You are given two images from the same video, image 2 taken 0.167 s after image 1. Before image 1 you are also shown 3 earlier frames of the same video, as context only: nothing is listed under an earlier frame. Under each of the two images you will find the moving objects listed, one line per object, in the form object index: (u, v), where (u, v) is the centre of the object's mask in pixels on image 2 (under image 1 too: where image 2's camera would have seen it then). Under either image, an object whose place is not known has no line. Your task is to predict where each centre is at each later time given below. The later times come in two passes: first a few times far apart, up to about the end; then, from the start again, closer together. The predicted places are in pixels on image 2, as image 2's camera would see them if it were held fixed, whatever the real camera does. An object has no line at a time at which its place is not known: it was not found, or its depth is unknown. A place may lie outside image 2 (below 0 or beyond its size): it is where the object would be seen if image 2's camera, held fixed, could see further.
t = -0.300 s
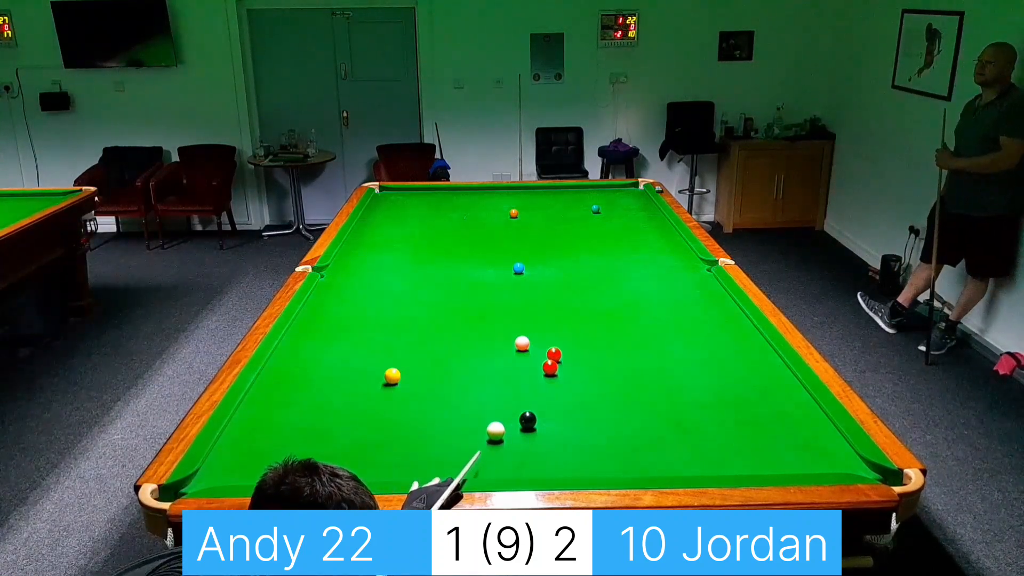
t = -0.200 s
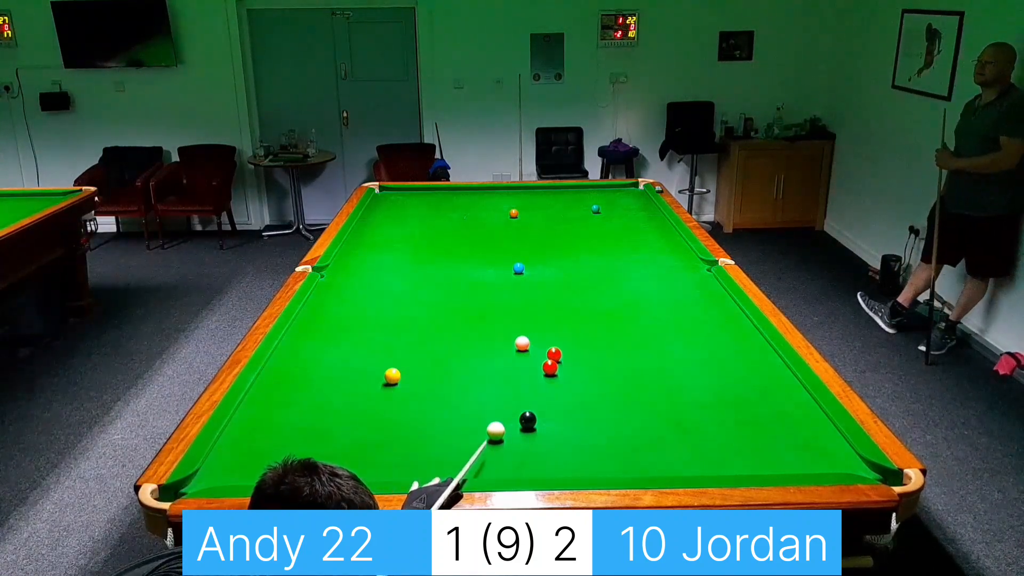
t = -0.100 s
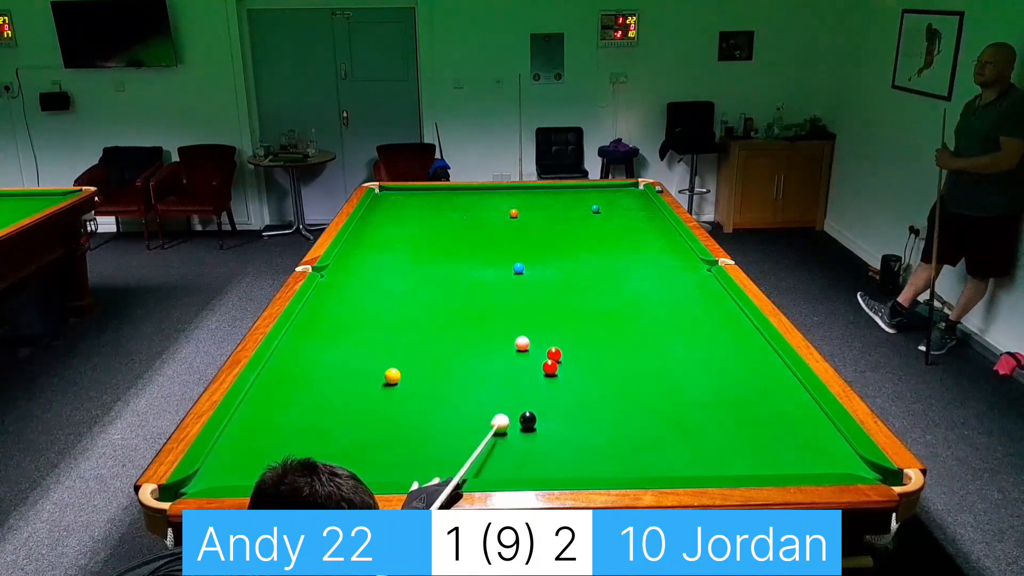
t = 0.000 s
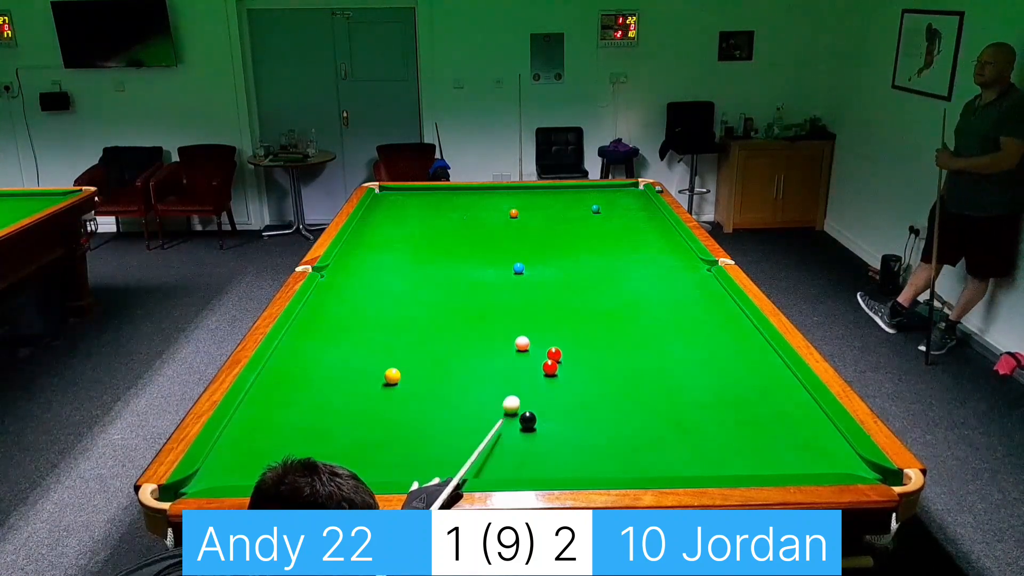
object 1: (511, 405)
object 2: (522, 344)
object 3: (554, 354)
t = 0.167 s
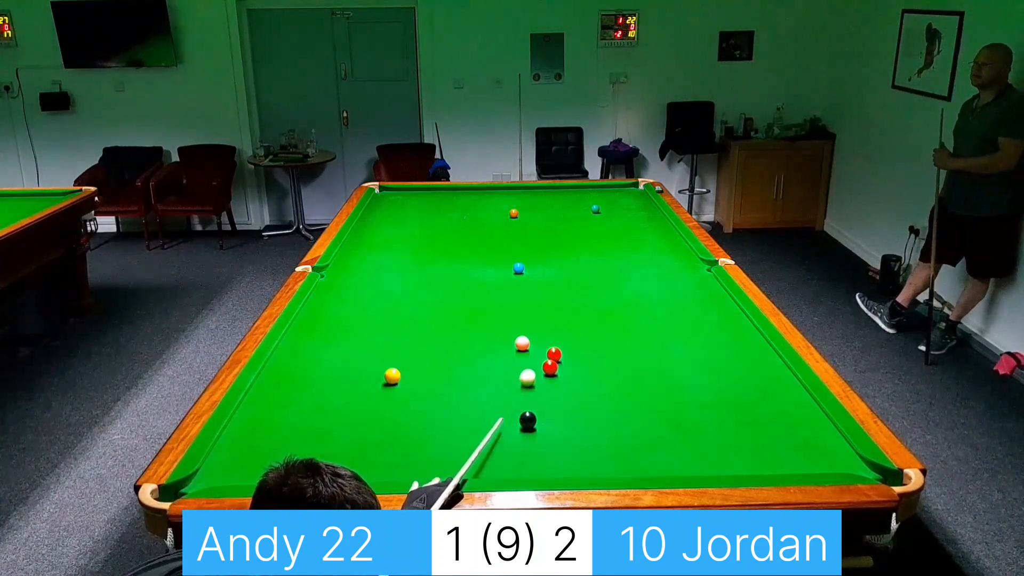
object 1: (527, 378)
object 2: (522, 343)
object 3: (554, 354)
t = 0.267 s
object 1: (536, 363)
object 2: (522, 344)
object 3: (554, 354)
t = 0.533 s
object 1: (542, 340)
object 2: (510, 339)
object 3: (582, 349)
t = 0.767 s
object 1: (554, 326)
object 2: (489, 332)
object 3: (606, 344)
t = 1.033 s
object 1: (566, 313)
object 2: (468, 325)
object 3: (633, 339)
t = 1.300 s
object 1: (577, 301)
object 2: (449, 319)
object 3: (657, 335)
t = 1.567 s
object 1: (587, 290)
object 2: (432, 313)
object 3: (680, 330)
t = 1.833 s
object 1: (596, 280)
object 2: (417, 307)
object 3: (700, 326)
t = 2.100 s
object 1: (603, 272)
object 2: (403, 303)
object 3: (719, 323)
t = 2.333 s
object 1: (610, 266)
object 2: (392, 299)
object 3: (734, 320)
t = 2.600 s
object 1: (616, 259)
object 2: (381, 295)
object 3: (736, 317)
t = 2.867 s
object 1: (622, 253)
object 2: (371, 291)
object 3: (725, 316)
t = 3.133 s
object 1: (627, 247)
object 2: (362, 288)
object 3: (716, 314)
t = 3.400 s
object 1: (631, 242)
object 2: (355, 285)
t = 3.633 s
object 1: (635, 238)
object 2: (349, 283)
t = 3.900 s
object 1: (638, 234)
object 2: (343, 281)
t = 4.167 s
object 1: (642, 231)
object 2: (338, 279)
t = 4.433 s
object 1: (644, 227)
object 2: (334, 278)
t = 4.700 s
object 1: (646, 225)
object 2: (331, 276)
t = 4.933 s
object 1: (648, 222)
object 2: (329, 275)
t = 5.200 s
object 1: (650, 220)
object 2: (328, 275)
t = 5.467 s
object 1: (651, 218)
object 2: (327, 274)
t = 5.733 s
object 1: (652, 217)
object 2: (326, 274)
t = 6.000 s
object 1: (653, 216)
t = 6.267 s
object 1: (653, 215)
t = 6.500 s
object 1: (654, 214)
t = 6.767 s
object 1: (654, 214)
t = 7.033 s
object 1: (654, 213)
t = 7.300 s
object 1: (654, 213)
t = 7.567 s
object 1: (654, 213)
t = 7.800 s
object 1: (654, 213)
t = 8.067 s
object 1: (654, 213)
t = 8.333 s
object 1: (654, 214)
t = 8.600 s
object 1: (654, 214)
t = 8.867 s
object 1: (654, 214)
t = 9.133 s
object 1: (654, 214)
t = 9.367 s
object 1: (654, 214)
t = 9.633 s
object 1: (654, 214)
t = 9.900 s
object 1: (654, 214)
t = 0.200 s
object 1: (530, 372)
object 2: (522, 344)
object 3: (554, 354)
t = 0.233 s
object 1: (533, 368)
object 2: (522, 344)
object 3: (554, 354)
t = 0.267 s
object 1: (536, 363)
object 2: (522, 344)
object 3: (554, 354)
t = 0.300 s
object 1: (539, 358)
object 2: (522, 344)
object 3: (554, 354)
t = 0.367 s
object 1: (536, 351)
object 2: (522, 344)
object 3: (562, 353)
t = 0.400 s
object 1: (534, 348)
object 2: (521, 343)
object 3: (566, 352)
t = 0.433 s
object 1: (535, 346)
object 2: (520, 343)
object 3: (570, 351)
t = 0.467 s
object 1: (538, 344)
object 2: (516, 341)
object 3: (574, 351)
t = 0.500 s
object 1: (540, 342)
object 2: (513, 340)
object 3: (578, 350)
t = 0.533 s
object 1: (542, 340)
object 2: (510, 339)
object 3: (582, 349)
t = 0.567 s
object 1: (544, 338)
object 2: (507, 338)
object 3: (585, 348)
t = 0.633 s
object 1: (547, 334)
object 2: (501, 336)
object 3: (593, 347)
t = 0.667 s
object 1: (549, 332)
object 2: (498, 335)
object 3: (596, 346)
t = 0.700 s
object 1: (551, 330)
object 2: (495, 334)
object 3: (599, 346)
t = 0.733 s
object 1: (552, 328)
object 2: (492, 333)
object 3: (603, 345)
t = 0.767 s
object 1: (554, 326)
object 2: (489, 332)
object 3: (606, 344)
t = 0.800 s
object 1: (556, 325)
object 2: (487, 331)
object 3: (610, 344)
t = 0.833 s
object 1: (557, 323)
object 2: (484, 331)
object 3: (613, 343)
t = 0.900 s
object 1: (560, 319)
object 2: (479, 329)
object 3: (620, 342)
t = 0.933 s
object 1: (562, 318)
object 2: (476, 328)
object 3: (623, 341)
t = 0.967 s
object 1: (563, 316)
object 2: (473, 327)
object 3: (627, 340)
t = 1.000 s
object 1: (565, 314)
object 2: (471, 326)
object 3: (630, 340)
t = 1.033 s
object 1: (566, 313)
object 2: (468, 325)
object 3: (633, 339)
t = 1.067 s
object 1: (568, 311)
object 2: (466, 324)
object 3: (636, 339)
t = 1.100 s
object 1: (569, 310)
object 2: (463, 323)
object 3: (639, 338)
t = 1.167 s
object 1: (572, 306)
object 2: (459, 322)
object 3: (646, 337)
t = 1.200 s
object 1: (573, 305)
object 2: (456, 321)
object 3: (649, 336)
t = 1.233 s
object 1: (575, 304)
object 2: (454, 320)
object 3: (652, 336)
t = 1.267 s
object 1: (576, 302)
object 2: (451, 319)
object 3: (655, 335)
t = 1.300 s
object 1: (577, 301)
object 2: (449, 319)
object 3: (657, 335)
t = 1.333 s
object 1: (579, 299)
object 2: (447, 318)
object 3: (661, 334)
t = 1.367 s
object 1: (580, 298)
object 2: (445, 317)
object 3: (663, 333)
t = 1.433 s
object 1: (582, 295)
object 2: (440, 316)
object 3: (669, 332)
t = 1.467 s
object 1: (584, 294)
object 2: (438, 315)
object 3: (672, 332)
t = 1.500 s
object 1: (585, 293)
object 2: (436, 314)
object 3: (674, 331)
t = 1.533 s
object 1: (586, 291)
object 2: (434, 313)
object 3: (677, 331)
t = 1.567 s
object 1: (587, 290)
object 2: (432, 313)
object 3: (680, 330)
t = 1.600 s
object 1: (588, 289)
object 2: (430, 312)
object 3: (682, 330)
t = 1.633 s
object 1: (589, 287)
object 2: (428, 311)
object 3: (685, 329)
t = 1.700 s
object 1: (591, 285)
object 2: (424, 310)
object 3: (690, 328)
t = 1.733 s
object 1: (593, 284)
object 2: (422, 309)
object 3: (693, 328)
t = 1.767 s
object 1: (594, 283)
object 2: (420, 309)
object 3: (695, 327)
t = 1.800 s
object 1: (595, 282)
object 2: (419, 308)
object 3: (698, 327)
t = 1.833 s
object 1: (596, 280)
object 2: (417, 307)
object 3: (700, 326)
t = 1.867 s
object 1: (597, 279)
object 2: (415, 307)
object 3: (703, 326)
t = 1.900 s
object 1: (598, 278)
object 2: (413, 306)
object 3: (705, 325)
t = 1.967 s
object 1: (600, 276)
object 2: (410, 305)
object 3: (710, 324)
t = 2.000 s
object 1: (601, 275)
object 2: (408, 304)
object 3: (712, 324)
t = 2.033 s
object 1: (602, 274)
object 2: (406, 304)
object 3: (714, 324)
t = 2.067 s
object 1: (603, 273)
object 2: (405, 303)
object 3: (717, 323)
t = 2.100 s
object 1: (603, 272)
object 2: (403, 303)
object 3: (719, 323)
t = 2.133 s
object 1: (604, 271)
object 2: (401, 302)
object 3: (721, 322)
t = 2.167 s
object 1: (606, 270)
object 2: (400, 302)
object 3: (723, 322)
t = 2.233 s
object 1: (607, 268)
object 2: (396, 300)
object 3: (728, 321)
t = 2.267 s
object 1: (608, 267)
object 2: (395, 300)
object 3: (730, 321)
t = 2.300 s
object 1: (609, 267)
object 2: (393, 300)
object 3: (732, 320)
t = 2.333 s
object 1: (610, 266)
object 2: (392, 299)
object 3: (734, 320)
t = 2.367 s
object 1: (611, 265)
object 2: (390, 298)
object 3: (736, 319)
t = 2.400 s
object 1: (611, 264)
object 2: (389, 298)
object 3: (738, 319)
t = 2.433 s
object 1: (612, 263)
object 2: (388, 298)
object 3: (740, 319)
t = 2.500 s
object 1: (614, 261)
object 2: (385, 297)
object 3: (741, 318)
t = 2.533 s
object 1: (615, 260)
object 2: (383, 296)
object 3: (739, 318)
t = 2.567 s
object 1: (615, 260)
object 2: (382, 295)
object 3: (738, 318)
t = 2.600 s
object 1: (616, 259)
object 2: (381, 295)
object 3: (736, 317)
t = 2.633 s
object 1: (617, 258)
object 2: (380, 295)
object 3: (735, 317)
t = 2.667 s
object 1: (618, 257)
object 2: (378, 294)
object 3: (733, 317)
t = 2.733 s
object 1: (619, 256)
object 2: (376, 293)
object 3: (731, 316)
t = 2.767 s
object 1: (620, 255)
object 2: (374, 293)
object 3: (729, 316)
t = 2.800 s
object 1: (621, 254)
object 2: (373, 292)
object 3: (728, 316)
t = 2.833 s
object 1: (621, 253)
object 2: (372, 292)
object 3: (726, 316)
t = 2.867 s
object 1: (622, 253)
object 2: (371, 291)
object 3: (725, 316)
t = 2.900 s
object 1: (622, 252)
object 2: (370, 291)
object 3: (724, 315)
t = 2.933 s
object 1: (623, 251)
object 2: (369, 291)
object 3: (723, 315)
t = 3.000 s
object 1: (625, 250)
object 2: (366, 290)
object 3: (720, 315)
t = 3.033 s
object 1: (625, 249)
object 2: (365, 289)
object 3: (719, 315)
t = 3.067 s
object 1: (626, 248)
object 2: (364, 289)
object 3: (718, 315)
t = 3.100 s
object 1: (626, 248)
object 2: (363, 289)
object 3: (717, 314)
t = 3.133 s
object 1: (627, 247)
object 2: (362, 288)
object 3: (716, 314)
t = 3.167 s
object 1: (628, 246)
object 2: (361, 288)
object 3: (715, 314)
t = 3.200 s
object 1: (628, 246)
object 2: (360, 287)
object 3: (714, 314)
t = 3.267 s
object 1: (629, 244)
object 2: (358, 287)
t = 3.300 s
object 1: (630, 244)
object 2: (357, 286)
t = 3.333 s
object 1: (630, 243)
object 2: (356, 286)
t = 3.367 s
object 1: (631, 242)
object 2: (356, 286)
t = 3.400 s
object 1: (631, 242)
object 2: (355, 285)
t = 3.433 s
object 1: (632, 241)
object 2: (354, 285)
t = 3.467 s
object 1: (632, 241)
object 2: (353, 285)
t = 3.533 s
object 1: (633, 240)
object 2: (351, 284)
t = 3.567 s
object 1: (634, 239)
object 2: (350, 284)
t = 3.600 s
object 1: (634, 239)
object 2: (349, 284)
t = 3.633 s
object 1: (635, 238)
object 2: (349, 283)
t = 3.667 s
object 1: (635, 238)
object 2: (348, 283)
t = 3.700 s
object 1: (636, 237)
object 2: (347, 283)
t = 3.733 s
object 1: (636, 237)
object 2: (346, 282)
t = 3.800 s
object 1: (637, 236)
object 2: (345, 282)
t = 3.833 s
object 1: (638, 235)
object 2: (344, 281)
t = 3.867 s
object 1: (638, 235)
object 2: (343, 281)
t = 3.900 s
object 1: (638, 234)
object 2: (343, 281)
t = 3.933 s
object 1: (639, 234)
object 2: (342, 281)
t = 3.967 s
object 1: (639, 233)
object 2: (341, 280)
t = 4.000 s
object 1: (640, 233)
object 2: (341, 280)
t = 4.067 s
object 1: (640, 232)
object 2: (340, 280)
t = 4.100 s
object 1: (641, 231)
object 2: (339, 279)
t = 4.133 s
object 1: (641, 231)
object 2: (338, 279)
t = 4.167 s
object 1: (642, 231)
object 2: (338, 279)
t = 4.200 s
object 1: (642, 230)
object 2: (337, 279)
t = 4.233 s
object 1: (642, 230)
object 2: (337, 279)
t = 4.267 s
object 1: (642, 229)
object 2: (336, 279)
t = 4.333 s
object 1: (643, 229)
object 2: (335, 278)
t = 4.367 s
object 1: (643, 228)
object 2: (335, 278)
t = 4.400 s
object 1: (644, 228)
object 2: (334, 278)
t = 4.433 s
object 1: (644, 227)
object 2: (334, 278)
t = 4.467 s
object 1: (644, 227)
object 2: (334, 277)
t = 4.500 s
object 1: (645, 227)
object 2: (333, 277)
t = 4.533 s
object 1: (645, 226)
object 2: (333, 277)
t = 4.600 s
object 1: (646, 226)
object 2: (332, 277)
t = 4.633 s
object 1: (646, 225)
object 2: (332, 277)
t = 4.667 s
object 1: (646, 225)
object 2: (331, 276)
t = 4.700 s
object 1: (646, 225)
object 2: (331, 276)
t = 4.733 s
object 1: (647, 224)
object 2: (331, 276)
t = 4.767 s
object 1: (647, 224)
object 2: (330, 276)
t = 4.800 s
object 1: (647, 224)
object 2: (330, 276)
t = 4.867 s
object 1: (648, 223)
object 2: (330, 275)
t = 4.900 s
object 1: (648, 223)
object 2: (329, 275)
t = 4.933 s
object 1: (648, 222)
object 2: (329, 275)
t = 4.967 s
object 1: (648, 222)
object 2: (329, 275)
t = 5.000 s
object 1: (649, 222)
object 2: (329, 275)
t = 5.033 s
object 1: (649, 222)
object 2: (328, 275)
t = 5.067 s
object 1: (649, 221)
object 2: (328, 275)
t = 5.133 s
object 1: (649, 221)
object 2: (328, 275)
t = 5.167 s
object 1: (649, 221)
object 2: (328, 275)
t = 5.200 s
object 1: (650, 220)
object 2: (328, 275)
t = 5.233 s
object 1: (650, 220)
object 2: (327, 275)
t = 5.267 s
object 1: (650, 220)
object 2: (327, 275)
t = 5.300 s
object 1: (650, 220)
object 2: (327, 275)
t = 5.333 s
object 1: (650, 219)
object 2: (327, 275)
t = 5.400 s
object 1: (651, 219)
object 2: (327, 275)
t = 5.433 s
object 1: (651, 219)
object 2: (327, 275)
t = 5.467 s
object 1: (651, 218)
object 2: (327, 274)
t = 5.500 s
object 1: (651, 218)
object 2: (327, 274)
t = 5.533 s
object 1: (651, 218)
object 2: (326, 274)
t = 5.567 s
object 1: (651, 218)
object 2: (326, 274)
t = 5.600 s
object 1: (651, 218)
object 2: (326, 274)
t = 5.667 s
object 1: (652, 217)
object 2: (326, 274)
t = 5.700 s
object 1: (652, 217)
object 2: (326, 274)
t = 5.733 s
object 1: (652, 217)
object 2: (326, 274)
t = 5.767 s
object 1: (652, 217)
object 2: (326, 274)
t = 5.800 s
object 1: (652, 217)
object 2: (326, 274)
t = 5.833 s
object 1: (652, 217)
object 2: (326, 274)
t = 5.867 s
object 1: (652, 216)
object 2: (326, 274)
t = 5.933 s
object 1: (652, 216)
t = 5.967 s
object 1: (653, 216)
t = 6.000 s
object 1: (653, 216)
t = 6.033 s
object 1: (653, 216)
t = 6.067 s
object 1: (653, 216)
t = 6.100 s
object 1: (653, 216)
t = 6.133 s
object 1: (653, 215)
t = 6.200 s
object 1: (653, 215)
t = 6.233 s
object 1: (653, 215)
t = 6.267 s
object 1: (653, 215)
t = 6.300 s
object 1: (653, 215)
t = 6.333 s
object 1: (653, 215)
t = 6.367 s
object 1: (653, 214)
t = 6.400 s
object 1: (653, 214)
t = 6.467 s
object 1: (654, 214)
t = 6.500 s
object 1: (654, 214)
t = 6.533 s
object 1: (654, 214)
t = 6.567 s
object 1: (654, 214)
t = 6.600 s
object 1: (654, 214)
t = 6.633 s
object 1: (654, 214)
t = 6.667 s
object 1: (654, 214)
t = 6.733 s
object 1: (654, 214)
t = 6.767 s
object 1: (654, 214)
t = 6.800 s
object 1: (654, 214)
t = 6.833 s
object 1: (654, 214)
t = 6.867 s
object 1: (654, 214)
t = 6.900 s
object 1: (654, 214)
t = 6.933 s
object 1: (654, 213)
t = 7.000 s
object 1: (654, 213)
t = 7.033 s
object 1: (654, 213)
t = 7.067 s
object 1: (654, 213)
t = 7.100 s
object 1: (654, 213)
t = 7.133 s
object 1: (654, 213)
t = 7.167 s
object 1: (654, 213)
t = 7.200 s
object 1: (654, 213)
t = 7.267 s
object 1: (654, 213)
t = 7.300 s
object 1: (654, 213)
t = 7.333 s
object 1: (654, 213)
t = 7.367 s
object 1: (654, 213)
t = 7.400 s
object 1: (654, 213)
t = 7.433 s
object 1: (654, 213)
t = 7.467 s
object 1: (654, 213)
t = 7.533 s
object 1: (654, 213)
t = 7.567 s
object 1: (654, 213)
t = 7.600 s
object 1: (654, 213)
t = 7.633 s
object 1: (654, 213)
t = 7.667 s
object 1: (654, 213)
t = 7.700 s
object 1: (654, 213)
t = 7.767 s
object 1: (654, 213)
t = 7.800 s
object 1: (654, 213)
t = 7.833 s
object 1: (654, 213)
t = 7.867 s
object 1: (654, 213)
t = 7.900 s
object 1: (654, 213)
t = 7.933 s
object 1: (654, 213)
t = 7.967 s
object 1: (654, 213)
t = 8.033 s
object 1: (654, 213)
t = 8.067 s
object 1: (654, 213)
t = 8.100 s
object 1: (654, 213)
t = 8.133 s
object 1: (654, 213)
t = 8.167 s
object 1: (654, 213)
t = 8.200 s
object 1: (654, 213)
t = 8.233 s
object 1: (654, 213)
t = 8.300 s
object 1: (654, 214)
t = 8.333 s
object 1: (654, 214)
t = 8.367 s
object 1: (654, 214)
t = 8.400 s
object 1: (654, 213)
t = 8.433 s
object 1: (654, 214)
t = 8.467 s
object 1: (654, 214)
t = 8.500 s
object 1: (654, 214)
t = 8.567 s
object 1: (654, 214)
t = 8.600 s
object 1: (654, 214)
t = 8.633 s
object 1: (654, 214)
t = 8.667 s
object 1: (654, 214)
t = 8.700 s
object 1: (654, 214)
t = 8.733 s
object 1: (654, 214)
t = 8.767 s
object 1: (654, 214)
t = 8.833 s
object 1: (654, 214)
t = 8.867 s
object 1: (654, 214)
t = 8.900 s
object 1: (654, 214)
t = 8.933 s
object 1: (654, 214)
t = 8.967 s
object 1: (654, 214)
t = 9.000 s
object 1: (654, 214)
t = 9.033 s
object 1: (654, 214)
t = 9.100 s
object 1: (654, 214)
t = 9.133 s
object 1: (654, 214)
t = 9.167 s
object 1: (654, 214)
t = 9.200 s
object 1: (654, 214)
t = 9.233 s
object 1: (654, 214)
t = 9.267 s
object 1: (654, 214)
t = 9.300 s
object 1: (654, 214)
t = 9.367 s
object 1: (654, 214)
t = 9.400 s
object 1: (654, 214)
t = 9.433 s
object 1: (654, 214)
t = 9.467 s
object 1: (654, 214)
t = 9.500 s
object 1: (654, 214)
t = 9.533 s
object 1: (654, 214)
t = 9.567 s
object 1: (654, 214)
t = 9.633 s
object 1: (654, 214)
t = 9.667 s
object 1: (654, 214)
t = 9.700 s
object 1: (654, 214)
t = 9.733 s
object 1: (654, 214)
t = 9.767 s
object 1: (654, 214)
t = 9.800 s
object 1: (654, 214)
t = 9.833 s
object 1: (654, 214)
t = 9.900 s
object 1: (654, 214)
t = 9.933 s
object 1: (654, 214)
